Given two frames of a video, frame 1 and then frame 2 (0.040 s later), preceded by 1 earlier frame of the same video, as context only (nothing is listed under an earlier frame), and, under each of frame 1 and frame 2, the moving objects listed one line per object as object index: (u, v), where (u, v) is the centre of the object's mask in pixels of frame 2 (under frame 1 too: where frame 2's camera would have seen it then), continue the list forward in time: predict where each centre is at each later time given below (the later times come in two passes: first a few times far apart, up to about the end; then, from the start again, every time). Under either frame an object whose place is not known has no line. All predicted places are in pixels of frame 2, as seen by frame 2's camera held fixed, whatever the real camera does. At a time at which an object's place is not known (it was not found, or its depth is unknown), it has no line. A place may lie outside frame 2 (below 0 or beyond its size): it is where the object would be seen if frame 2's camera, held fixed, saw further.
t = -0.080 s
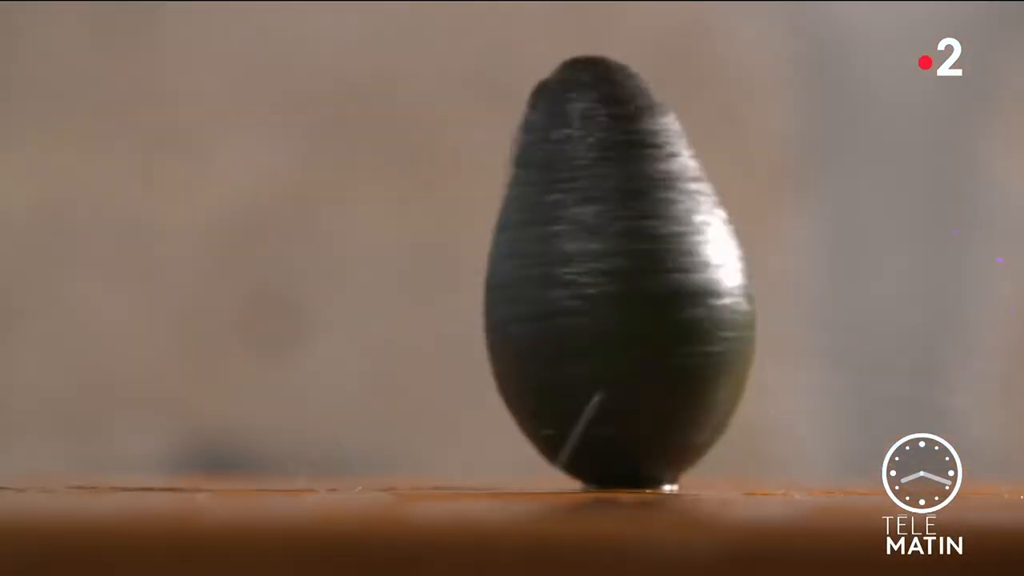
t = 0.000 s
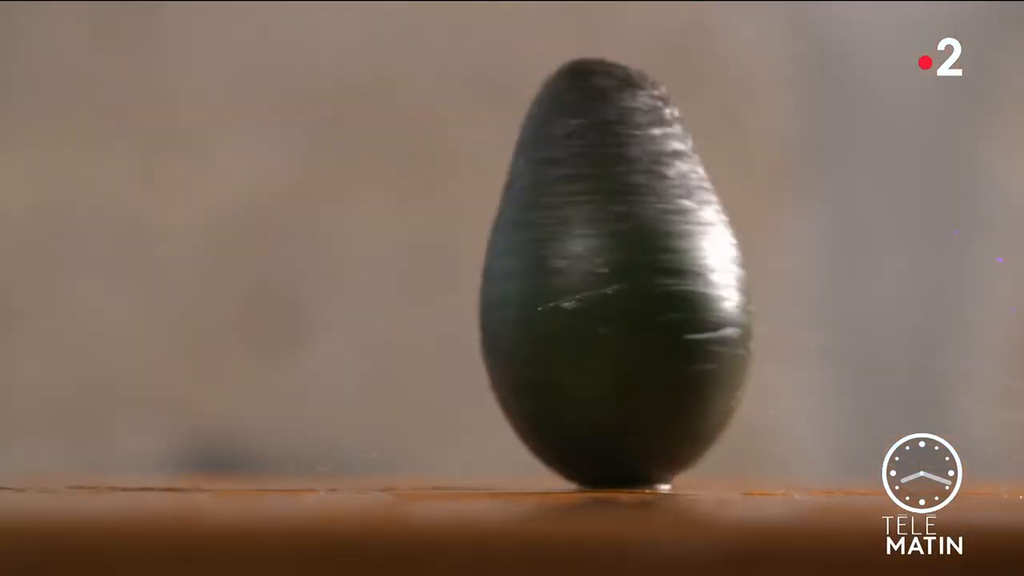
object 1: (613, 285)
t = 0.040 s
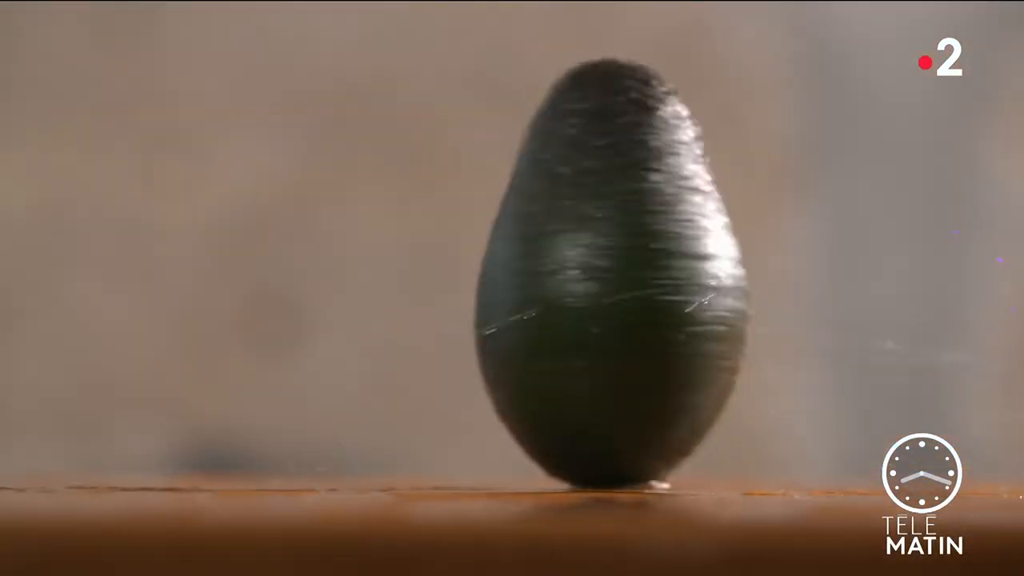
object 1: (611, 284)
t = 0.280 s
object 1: (605, 284)
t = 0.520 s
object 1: (590, 281)
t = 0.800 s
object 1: (550, 286)
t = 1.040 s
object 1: (525, 288)
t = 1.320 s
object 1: (506, 287)
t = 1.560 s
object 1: (468, 297)
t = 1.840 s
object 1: (468, 300)
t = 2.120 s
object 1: (476, 300)
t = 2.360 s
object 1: (421, 325)
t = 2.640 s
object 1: (380, 332)
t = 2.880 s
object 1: (406, 338)
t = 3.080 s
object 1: (413, 332)
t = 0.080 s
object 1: (609, 286)
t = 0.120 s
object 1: (607, 286)
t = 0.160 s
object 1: (607, 282)
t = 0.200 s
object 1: (607, 280)
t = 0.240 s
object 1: (606, 284)
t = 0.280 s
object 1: (605, 284)
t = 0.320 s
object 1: (602, 282)
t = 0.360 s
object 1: (599, 282)
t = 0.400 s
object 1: (595, 286)
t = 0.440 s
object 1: (593, 283)
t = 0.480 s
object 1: (592, 280)
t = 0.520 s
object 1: (590, 281)
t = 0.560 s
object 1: (586, 286)
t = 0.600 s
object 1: (581, 285)
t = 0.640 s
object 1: (575, 284)
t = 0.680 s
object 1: (570, 286)
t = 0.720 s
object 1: (564, 289)
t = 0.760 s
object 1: (556, 288)
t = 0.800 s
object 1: (550, 286)
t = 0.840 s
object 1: (544, 287)
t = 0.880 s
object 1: (537, 290)
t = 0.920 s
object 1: (534, 288)
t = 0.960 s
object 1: (532, 286)
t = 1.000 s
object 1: (530, 284)
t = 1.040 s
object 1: (525, 288)
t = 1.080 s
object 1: (524, 287)
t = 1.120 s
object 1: (522, 284)
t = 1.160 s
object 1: (519, 282)
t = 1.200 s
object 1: (517, 284)
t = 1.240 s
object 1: (514, 288)
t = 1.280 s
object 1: (510, 287)
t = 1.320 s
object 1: (506, 287)
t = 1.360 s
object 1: (501, 289)
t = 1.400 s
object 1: (494, 294)
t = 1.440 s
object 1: (486, 295)
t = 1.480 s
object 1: (479, 296)
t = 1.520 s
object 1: (472, 296)
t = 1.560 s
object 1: (468, 297)
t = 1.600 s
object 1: (461, 299)
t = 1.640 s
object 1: (458, 298)
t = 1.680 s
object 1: (458, 297)
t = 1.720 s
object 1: (460, 297)
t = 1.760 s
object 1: (462, 297)
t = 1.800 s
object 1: (463, 300)
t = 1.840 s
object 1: (468, 300)
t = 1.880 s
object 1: (471, 299)
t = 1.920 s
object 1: (474, 297)
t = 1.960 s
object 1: (477, 298)
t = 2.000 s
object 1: (479, 301)
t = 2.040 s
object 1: (480, 300)
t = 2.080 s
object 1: (479, 300)
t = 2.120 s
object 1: (476, 300)
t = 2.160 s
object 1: (472, 303)
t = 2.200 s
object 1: (467, 309)
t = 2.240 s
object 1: (459, 315)
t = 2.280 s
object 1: (448, 318)
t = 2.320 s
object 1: (434, 320)
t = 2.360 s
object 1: (421, 325)
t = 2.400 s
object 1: (407, 328)
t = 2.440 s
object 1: (394, 329)
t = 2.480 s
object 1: (386, 329)
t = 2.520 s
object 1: (382, 329)
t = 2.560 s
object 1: (380, 331)
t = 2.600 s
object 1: (380, 331)
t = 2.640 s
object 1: (380, 332)
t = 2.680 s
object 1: (379, 334)
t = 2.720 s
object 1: (381, 336)
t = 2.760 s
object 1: (384, 338)
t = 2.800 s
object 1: (391, 340)
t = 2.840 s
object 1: (398, 341)
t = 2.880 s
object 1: (406, 338)
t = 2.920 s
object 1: (410, 335)
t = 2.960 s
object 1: (413, 333)
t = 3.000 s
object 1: (415, 330)
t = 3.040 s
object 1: (415, 331)
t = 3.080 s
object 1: (413, 332)
